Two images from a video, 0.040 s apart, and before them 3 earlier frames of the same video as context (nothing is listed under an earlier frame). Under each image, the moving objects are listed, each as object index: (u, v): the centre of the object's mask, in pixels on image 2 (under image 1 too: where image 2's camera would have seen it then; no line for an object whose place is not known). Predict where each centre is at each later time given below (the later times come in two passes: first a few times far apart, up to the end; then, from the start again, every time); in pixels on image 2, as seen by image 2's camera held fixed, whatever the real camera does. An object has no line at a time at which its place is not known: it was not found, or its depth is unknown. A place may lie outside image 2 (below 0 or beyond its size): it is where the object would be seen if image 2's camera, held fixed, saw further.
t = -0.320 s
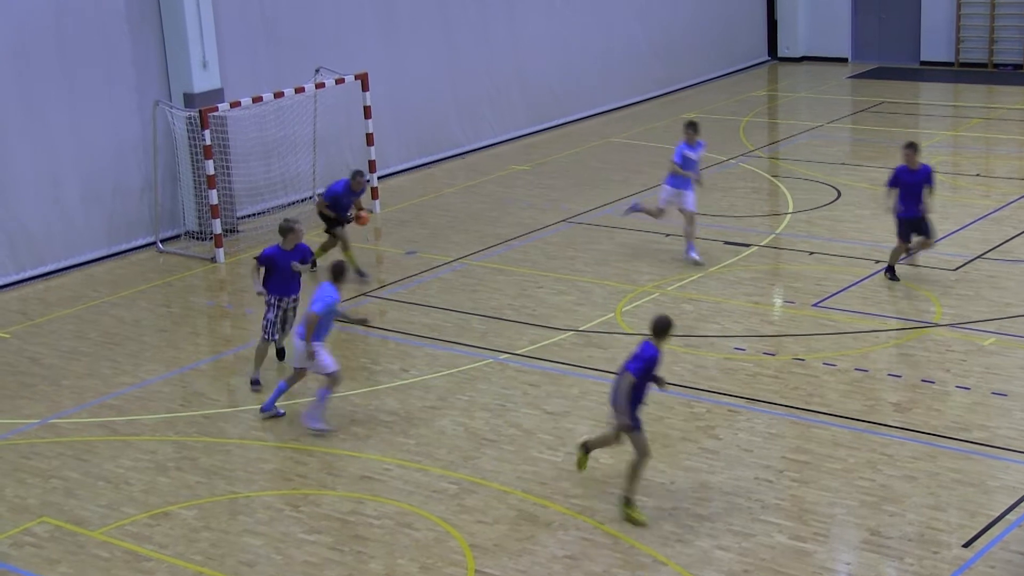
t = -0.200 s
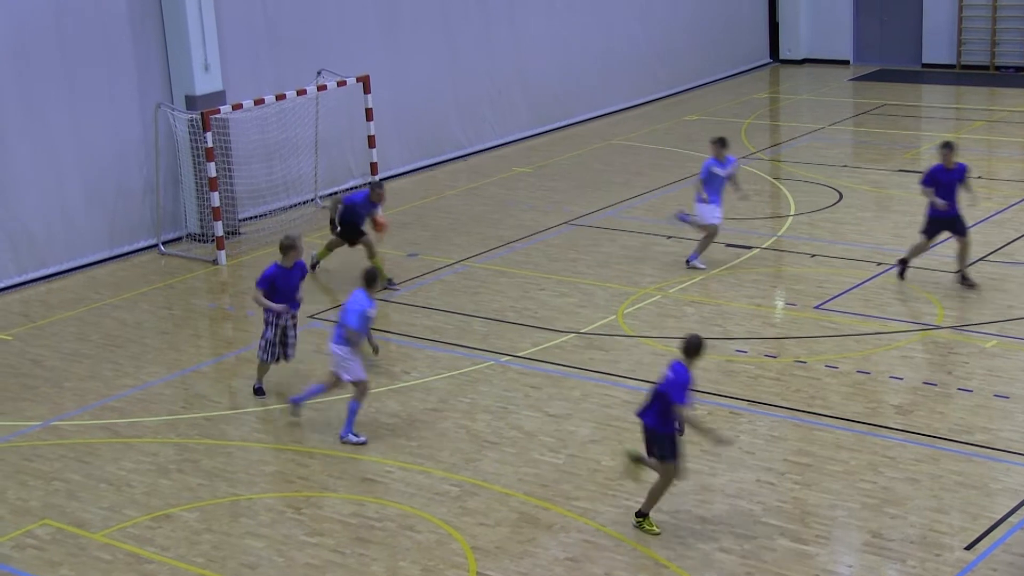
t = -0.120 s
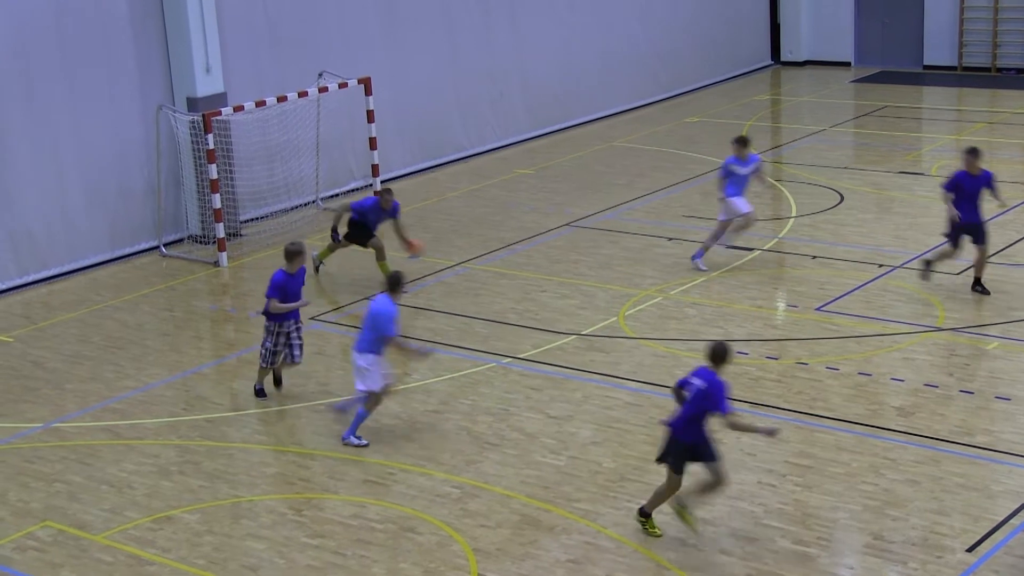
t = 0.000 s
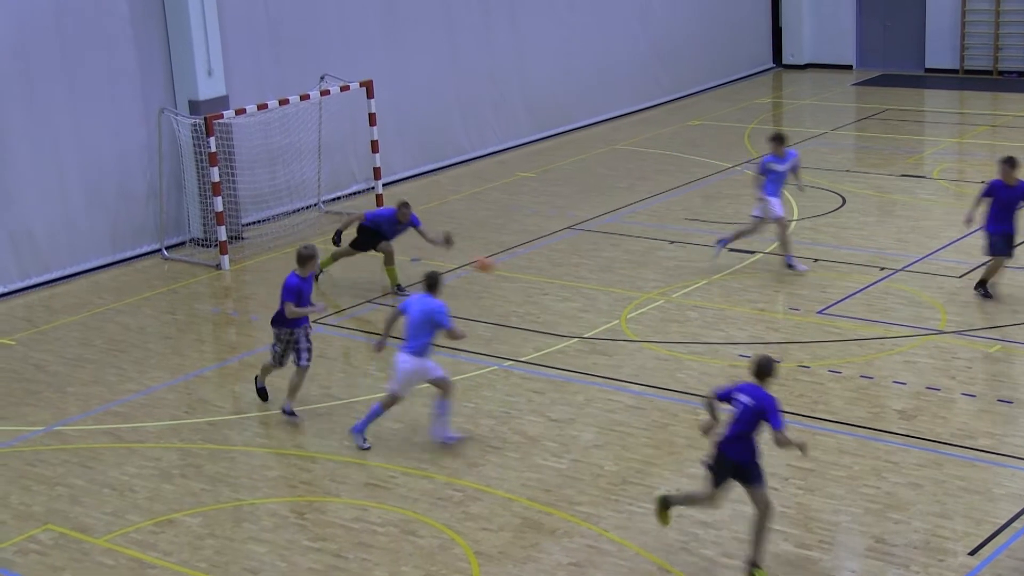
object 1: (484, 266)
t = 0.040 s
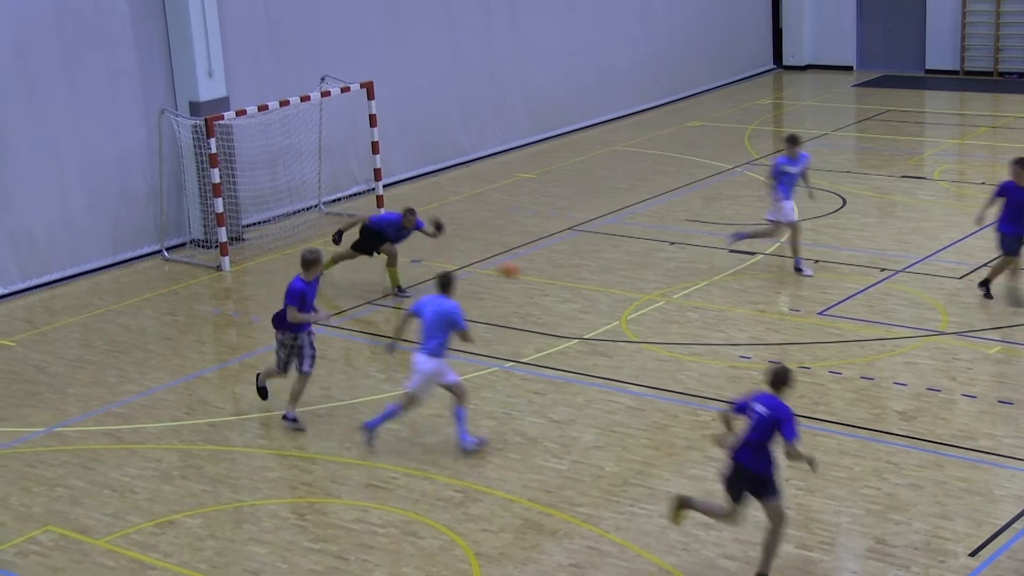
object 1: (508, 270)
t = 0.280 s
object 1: (679, 331)
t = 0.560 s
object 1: (921, 423)
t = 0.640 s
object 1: (997, 446)
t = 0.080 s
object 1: (534, 276)
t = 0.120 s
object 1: (560, 283)
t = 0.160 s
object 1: (589, 293)
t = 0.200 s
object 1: (617, 304)
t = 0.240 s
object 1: (649, 318)
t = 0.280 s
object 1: (679, 331)
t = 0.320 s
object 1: (713, 350)
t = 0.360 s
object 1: (746, 371)
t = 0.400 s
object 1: (783, 395)
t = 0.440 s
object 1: (817, 406)
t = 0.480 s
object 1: (849, 409)
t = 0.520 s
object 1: (884, 415)
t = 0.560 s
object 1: (921, 423)
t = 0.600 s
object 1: (960, 435)
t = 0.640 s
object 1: (997, 446)
